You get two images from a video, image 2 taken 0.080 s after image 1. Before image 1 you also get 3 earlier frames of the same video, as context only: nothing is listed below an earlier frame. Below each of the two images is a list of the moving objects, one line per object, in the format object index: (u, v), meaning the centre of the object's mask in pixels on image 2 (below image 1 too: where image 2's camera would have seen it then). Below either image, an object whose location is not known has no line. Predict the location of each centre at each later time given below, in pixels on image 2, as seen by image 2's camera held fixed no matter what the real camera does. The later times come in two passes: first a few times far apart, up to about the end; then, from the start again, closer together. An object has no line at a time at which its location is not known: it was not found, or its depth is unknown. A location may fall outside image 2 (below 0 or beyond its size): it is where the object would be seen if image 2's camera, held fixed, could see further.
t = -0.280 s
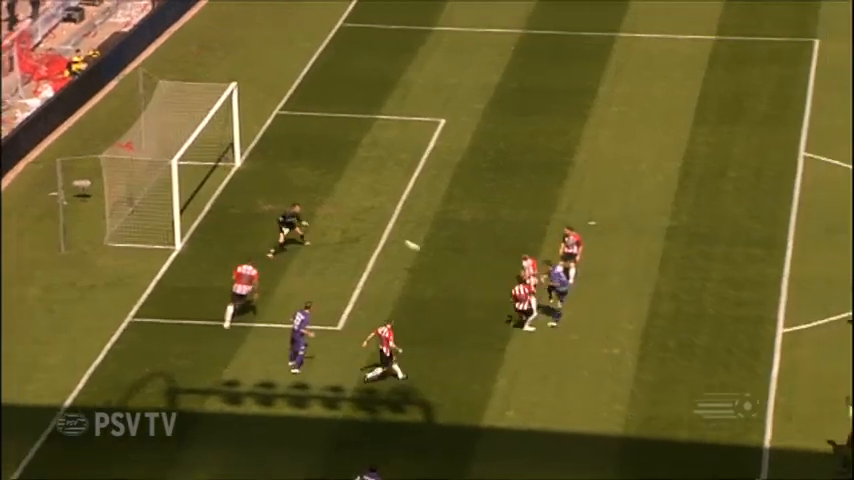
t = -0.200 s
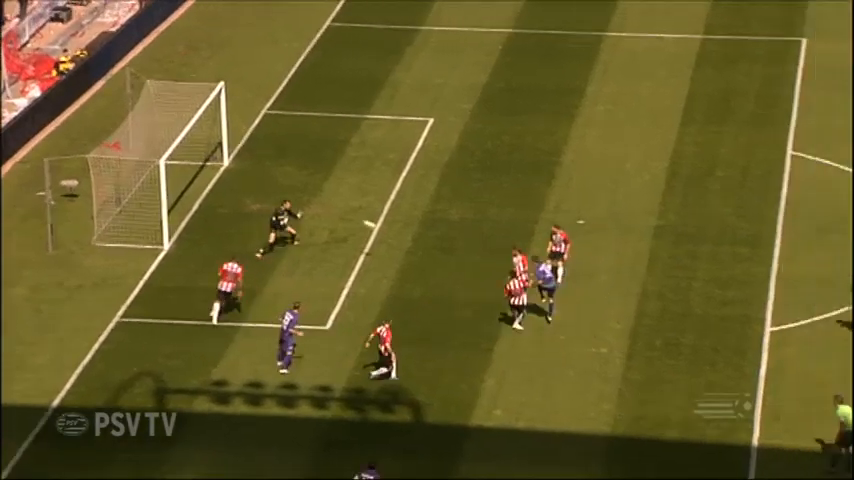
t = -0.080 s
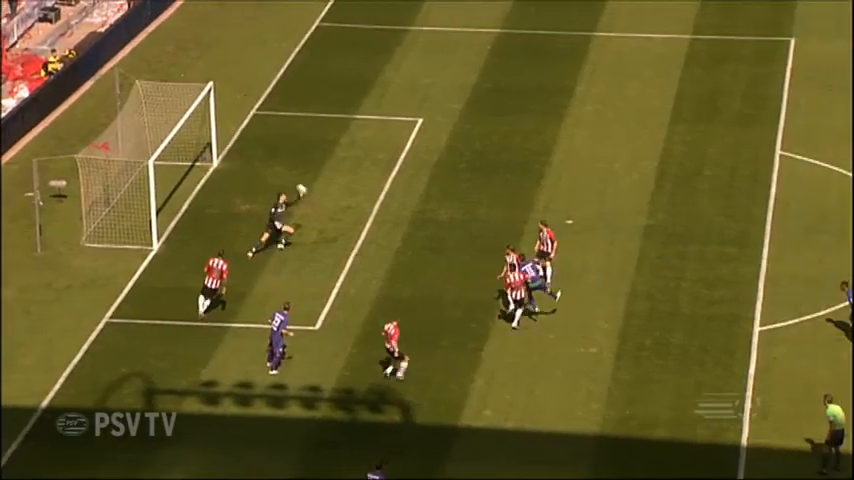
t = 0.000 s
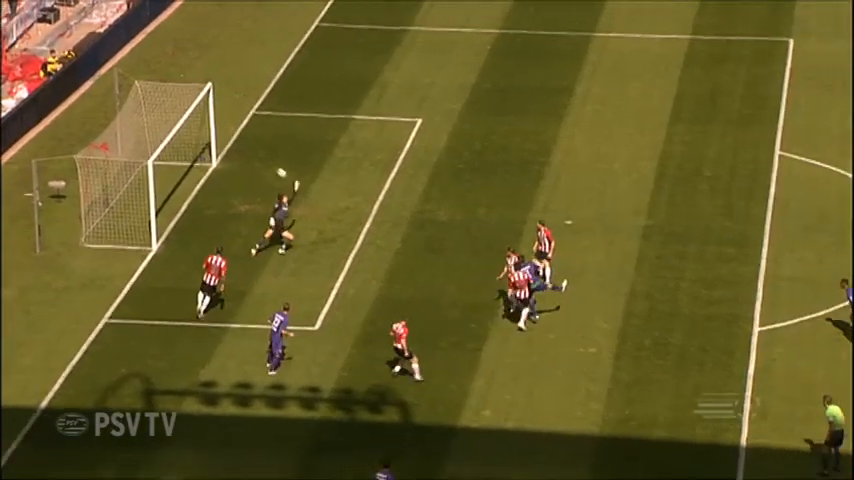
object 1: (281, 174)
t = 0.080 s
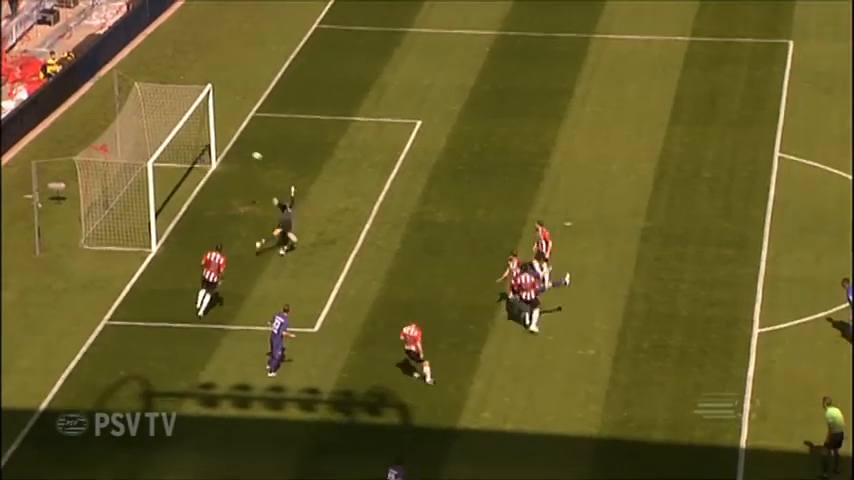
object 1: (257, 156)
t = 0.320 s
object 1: (197, 115)
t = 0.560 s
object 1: (145, 94)
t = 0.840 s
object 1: (141, 116)
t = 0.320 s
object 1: (197, 115)
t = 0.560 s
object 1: (145, 94)
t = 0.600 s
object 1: (142, 93)
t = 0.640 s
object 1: (141, 95)
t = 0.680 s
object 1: (141, 99)
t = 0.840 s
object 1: (141, 116)
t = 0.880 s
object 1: (140, 123)
